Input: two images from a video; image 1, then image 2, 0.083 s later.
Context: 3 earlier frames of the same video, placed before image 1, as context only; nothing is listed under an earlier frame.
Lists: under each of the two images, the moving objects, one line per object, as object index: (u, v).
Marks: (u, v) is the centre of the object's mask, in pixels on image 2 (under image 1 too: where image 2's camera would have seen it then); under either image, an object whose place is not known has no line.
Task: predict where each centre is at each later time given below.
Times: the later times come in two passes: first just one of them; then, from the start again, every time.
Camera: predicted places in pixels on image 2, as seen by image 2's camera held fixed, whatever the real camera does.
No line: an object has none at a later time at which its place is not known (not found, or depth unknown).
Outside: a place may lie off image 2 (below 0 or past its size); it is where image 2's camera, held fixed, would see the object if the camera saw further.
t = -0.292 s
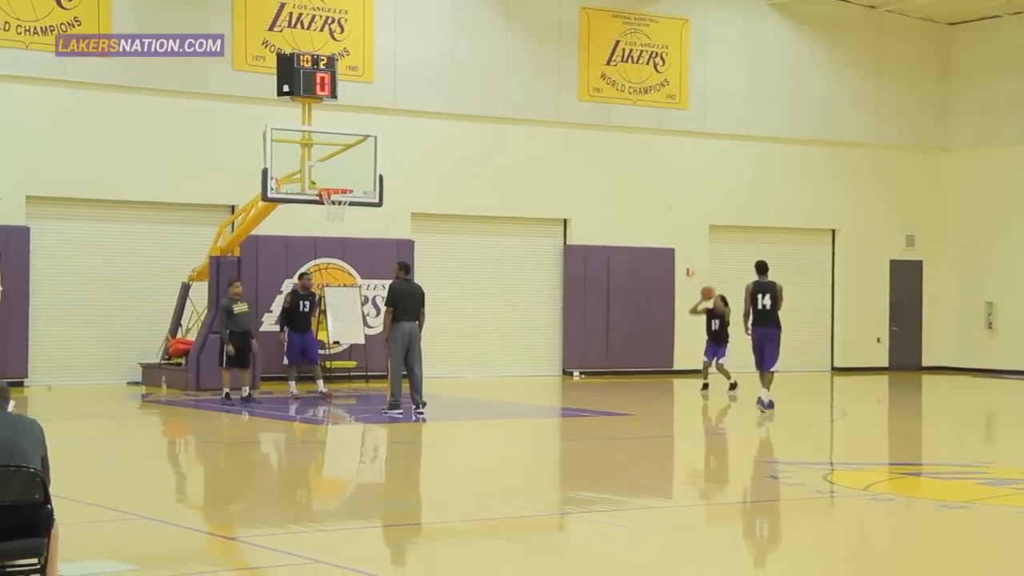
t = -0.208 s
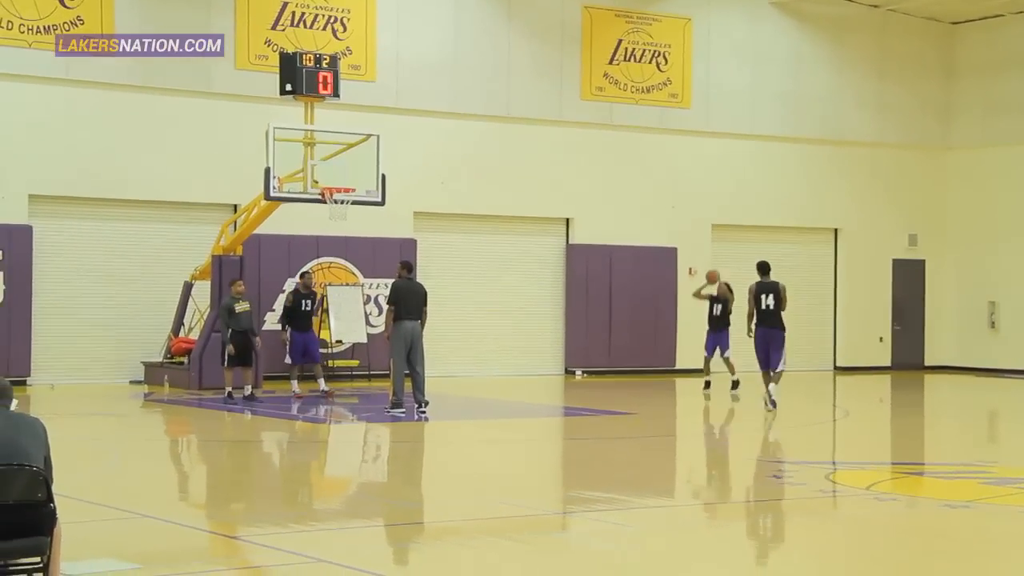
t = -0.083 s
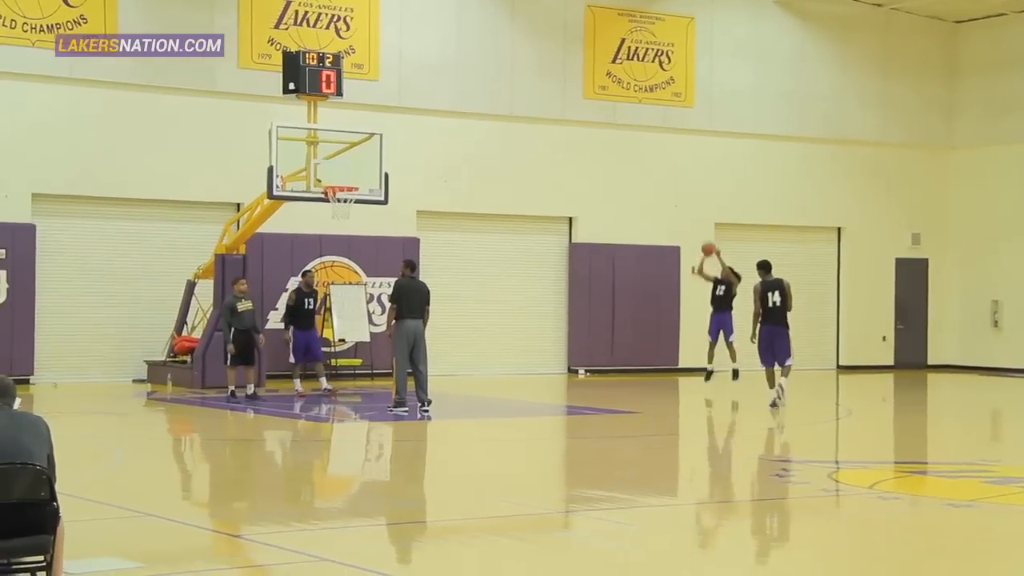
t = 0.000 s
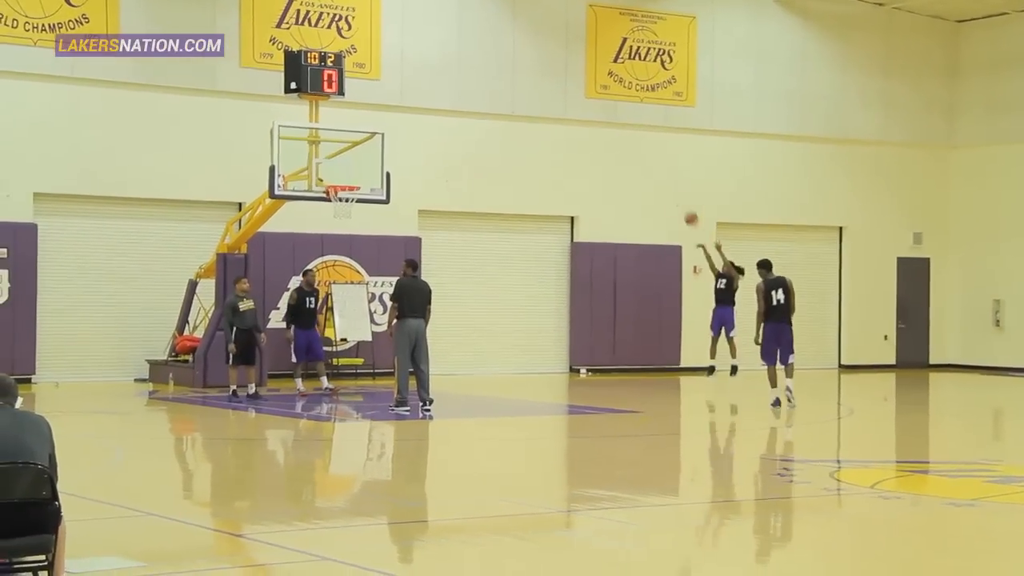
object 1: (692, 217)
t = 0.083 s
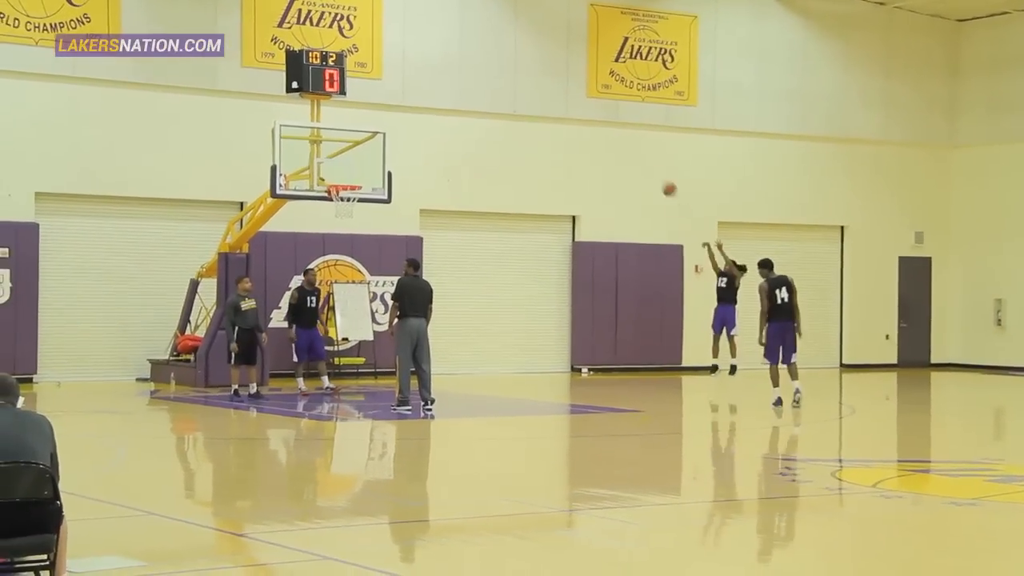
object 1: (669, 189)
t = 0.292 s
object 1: (609, 135)
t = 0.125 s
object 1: (657, 177)
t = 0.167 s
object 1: (645, 164)
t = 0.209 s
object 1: (633, 154)
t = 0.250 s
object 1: (621, 144)
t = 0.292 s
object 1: (609, 135)
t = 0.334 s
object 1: (597, 127)
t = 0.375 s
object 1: (585, 120)
